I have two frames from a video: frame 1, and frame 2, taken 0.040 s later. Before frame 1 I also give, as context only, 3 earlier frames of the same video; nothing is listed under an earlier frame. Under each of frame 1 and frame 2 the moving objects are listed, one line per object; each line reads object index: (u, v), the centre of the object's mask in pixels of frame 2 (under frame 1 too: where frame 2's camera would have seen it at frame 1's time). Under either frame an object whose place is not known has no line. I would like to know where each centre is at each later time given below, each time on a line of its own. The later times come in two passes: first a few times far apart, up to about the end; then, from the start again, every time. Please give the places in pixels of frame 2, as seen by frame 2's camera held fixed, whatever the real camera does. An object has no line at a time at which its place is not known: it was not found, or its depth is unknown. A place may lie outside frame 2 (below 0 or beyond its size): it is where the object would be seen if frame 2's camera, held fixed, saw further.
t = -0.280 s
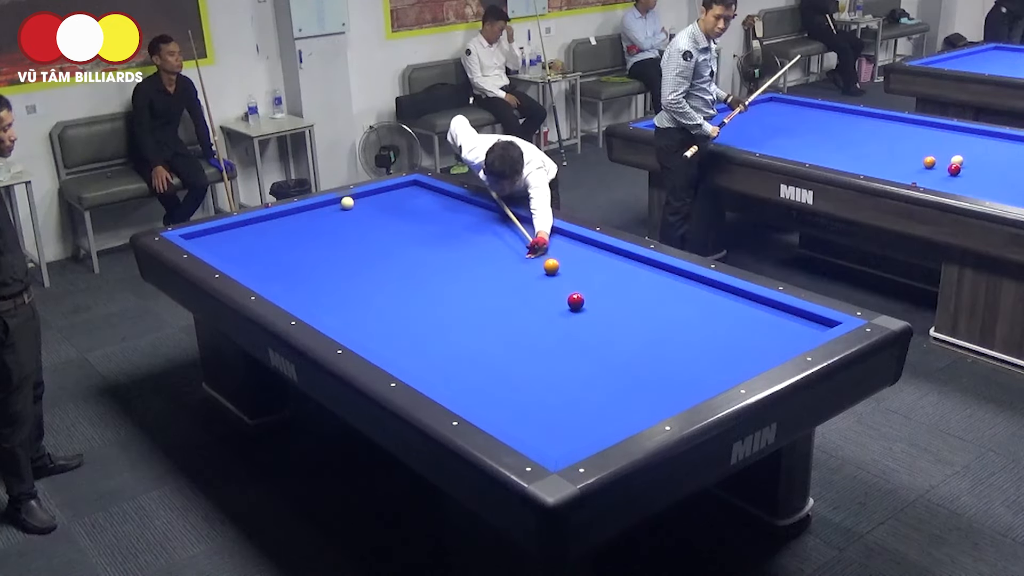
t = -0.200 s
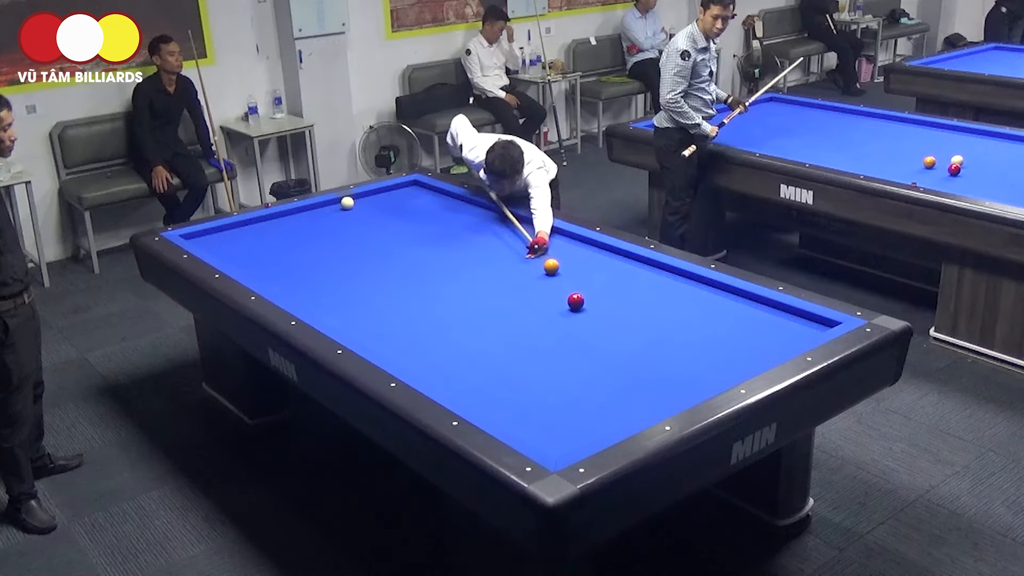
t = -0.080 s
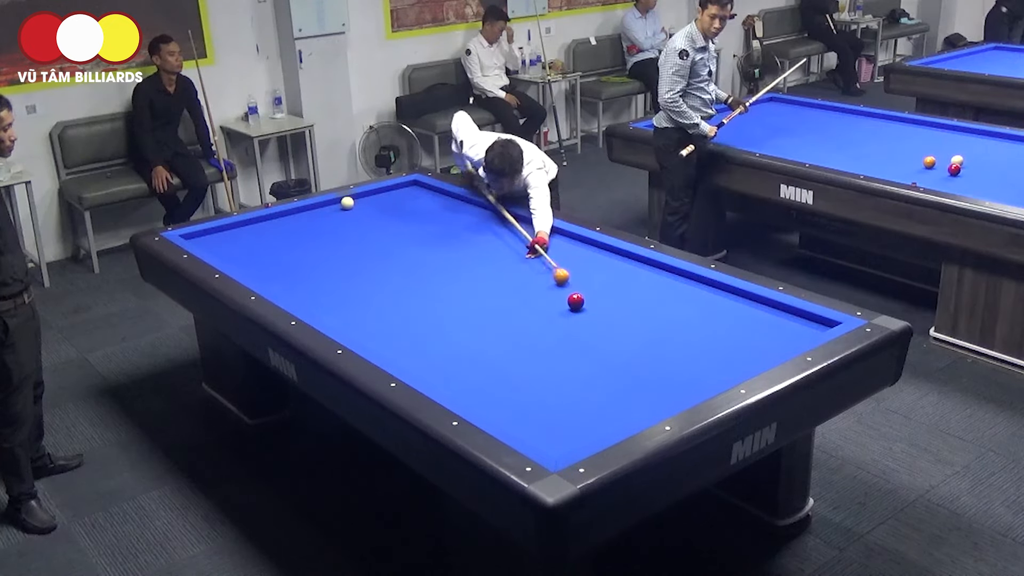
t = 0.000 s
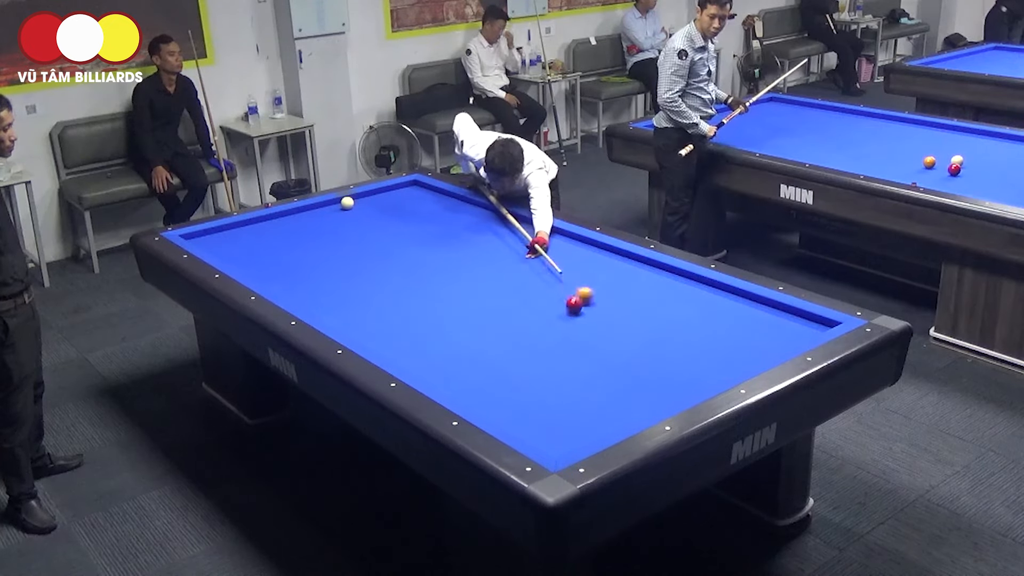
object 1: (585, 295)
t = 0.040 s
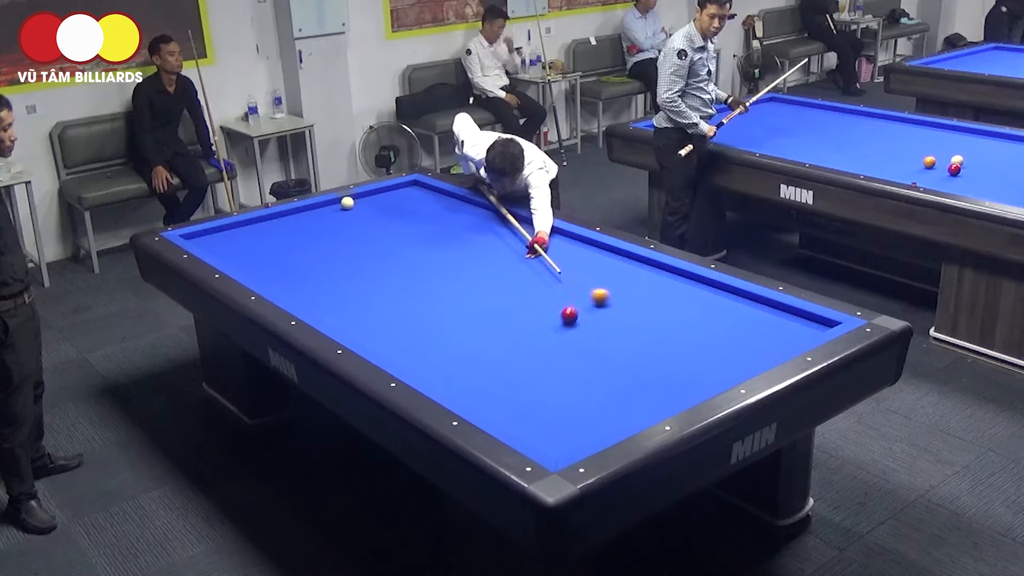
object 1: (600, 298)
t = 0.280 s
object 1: (695, 312)
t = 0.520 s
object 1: (797, 336)
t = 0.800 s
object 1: (741, 306)
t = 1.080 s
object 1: (701, 281)
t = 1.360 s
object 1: (649, 268)
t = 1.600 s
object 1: (608, 259)
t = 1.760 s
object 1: (583, 252)
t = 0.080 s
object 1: (615, 299)
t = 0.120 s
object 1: (631, 301)
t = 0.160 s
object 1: (646, 304)
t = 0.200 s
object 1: (662, 306)
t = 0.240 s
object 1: (678, 309)
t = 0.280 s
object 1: (695, 312)
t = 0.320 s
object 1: (711, 316)
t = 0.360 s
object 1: (727, 320)
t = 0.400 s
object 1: (744, 324)
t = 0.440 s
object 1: (762, 329)
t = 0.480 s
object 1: (779, 333)
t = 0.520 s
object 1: (797, 336)
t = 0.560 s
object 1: (795, 335)
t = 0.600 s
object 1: (784, 329)
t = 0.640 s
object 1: (774, 324)
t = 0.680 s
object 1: (764, 319)
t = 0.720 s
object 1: (756, 314)
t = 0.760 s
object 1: (748, 310)
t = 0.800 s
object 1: (741, 306)
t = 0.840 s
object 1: (735, 302)
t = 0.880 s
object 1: (729, 298)
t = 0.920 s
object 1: (723, 295)
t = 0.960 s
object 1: (717, 291)
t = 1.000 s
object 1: (712, 288)
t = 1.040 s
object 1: (706, 284)
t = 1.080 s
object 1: (701, 281)
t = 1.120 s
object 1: (693, 279)
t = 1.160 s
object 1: (685, 277)
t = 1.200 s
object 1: (678, 275)
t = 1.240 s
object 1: (670, 274)
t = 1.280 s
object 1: (663, 272)
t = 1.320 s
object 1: (656, 270)
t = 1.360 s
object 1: (649, 268)
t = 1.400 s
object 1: (642, 267)
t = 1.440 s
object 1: (635, 265)
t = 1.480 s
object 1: (628, 263)
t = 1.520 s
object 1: (622, 262)
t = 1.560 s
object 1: (615, 260)
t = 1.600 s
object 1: (608, 259)
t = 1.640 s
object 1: (602, 257)
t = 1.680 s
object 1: (596, 256)
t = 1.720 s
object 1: (589, 254)
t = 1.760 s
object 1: (583, 252)
